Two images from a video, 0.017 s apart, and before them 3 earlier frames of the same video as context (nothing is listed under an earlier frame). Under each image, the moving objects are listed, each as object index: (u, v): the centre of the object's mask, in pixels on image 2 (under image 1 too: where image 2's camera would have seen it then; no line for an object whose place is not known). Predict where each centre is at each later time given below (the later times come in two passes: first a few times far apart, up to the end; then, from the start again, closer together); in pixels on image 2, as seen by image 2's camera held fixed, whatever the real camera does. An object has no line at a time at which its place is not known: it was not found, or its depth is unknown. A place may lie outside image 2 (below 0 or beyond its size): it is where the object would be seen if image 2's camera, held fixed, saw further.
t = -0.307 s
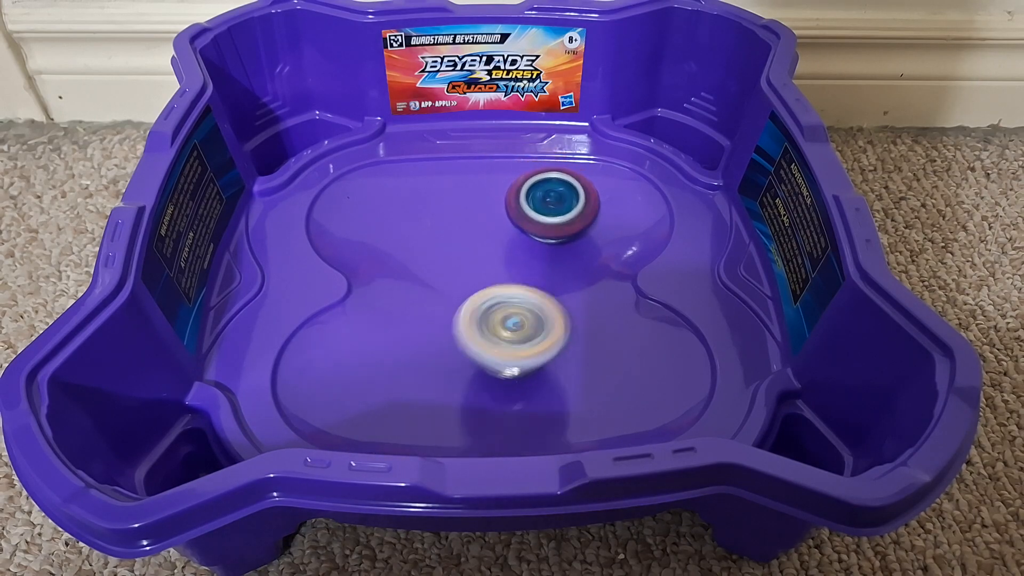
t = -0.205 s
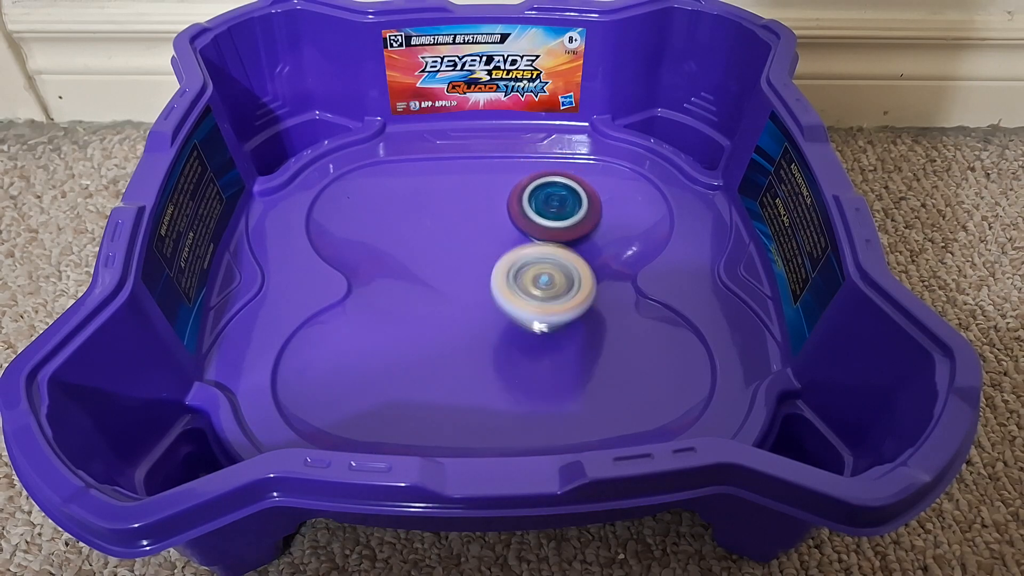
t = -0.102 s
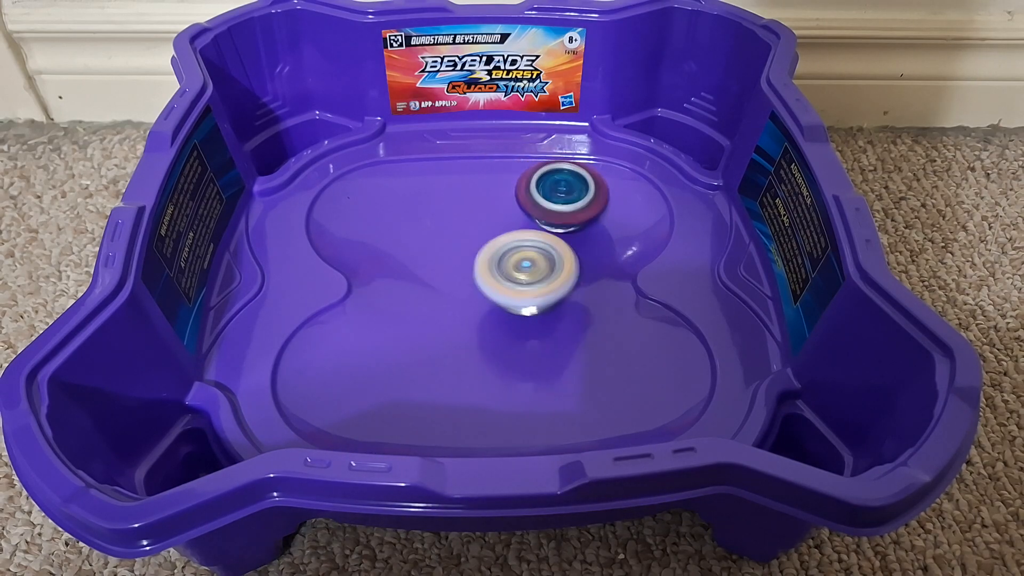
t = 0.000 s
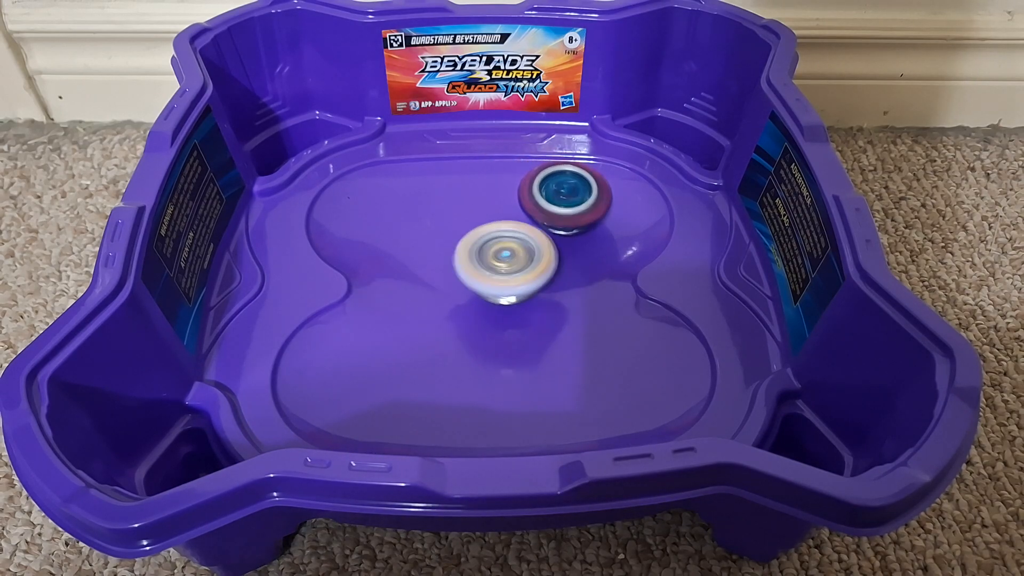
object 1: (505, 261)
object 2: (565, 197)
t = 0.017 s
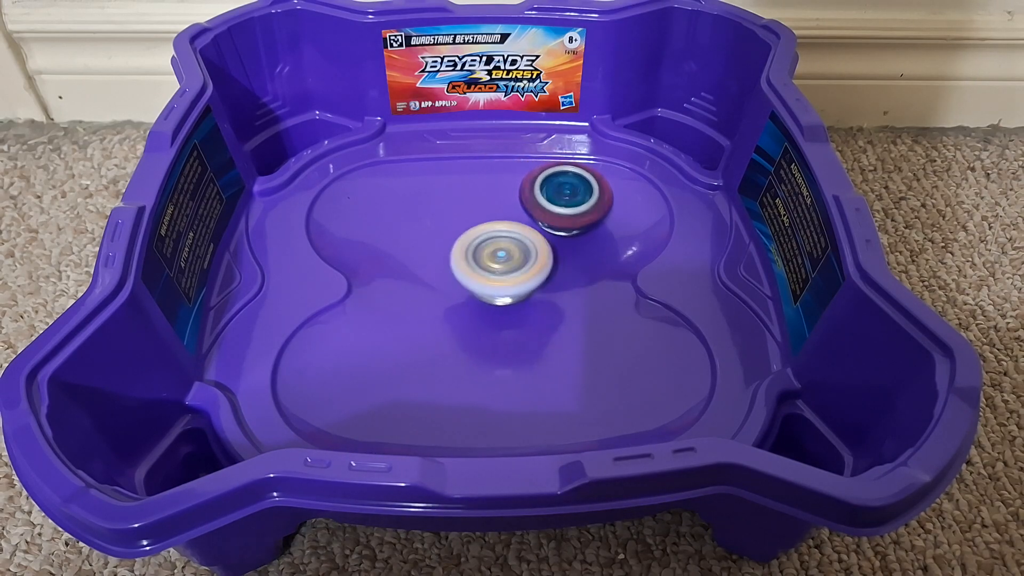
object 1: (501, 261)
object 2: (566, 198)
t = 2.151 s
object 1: (516, 305)
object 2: (545, 235)
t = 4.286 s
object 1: (459, 315)
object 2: (528, 249)
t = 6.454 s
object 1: (454, 278)
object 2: (544, 235)
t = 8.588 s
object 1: (439, 239)
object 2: (544, 266)
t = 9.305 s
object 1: (428, 215)
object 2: (530, 276)
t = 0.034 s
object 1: (497, 262)
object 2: (566, 198)
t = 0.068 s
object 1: (489, 266)
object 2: (567, 200)
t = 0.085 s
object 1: (484, 267)
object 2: (567, 200)
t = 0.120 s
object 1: (477, 272)
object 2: (568, 202)
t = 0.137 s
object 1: (473, 274)
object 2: (569, 204)
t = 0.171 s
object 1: (467, 281)
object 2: (570, 206)
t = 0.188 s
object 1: (463, 285)
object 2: (570, 207)
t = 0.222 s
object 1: (457, 294)
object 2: (571, 209)
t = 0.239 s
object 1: (454, 299)
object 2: (571, 210)
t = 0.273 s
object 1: (451, 308)
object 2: (572, 212)
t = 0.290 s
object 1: (450, 313)
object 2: (572, 213)
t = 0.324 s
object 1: (452, 322)
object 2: (573, 215)
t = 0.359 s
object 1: (457, 327)
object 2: (572, 217)
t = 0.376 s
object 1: (461, 329)
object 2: (572, 218)
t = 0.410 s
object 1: (472, 331)
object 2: (573, 220)
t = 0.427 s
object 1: (479, 331)
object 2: (572, 220)
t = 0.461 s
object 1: (492, 330)
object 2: (572, 222)
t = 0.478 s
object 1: (498, 329)
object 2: (573, 223)
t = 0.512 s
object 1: (509, 327)
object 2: (572, 225)
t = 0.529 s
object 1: (515, 325)
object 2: (572, 225)
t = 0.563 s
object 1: (524, 321)
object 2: (571, 227)
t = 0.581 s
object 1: (529, 319)
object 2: (571, 228)
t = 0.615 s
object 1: (536, 313)
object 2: (571, 229)
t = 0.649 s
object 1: (538, 306)
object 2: (570, 231)
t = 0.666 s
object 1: (539, 302)
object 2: (570, 231)
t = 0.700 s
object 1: (531, 299)
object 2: (571, 227)
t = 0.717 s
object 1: (526, 301)
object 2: (573, 223)
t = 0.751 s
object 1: (516, 305)
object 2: (572, 216)
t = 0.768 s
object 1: (513, 307)
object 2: (571, 213)
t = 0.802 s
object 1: (506, 314)
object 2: (569, 210)
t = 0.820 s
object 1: (503, 317)
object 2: (569, 210)
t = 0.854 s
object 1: (500, 323)
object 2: (568, 210)
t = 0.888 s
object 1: (498, 329)
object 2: (568, 212)
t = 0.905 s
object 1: (499, 331)
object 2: (568, 212)
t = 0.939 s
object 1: (500, 335)
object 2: (568, 213)
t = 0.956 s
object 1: (502, 337)
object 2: (567, 214)
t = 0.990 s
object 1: (505, 339)
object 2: (567, 215)
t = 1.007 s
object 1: (508, 340)
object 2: (568, 215)
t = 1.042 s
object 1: (515, 339)
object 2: (566, 217)
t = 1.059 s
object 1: (517, 339)
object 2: (566, 217)
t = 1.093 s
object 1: (521, 336)
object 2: (565, 218)
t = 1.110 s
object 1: (524, 335)
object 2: (564, 219)
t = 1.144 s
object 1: (527, 331)
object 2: (564, 220)
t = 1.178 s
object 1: (529, 326)
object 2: (563, 221)
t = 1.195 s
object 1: (530, 323)
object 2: (563, 222)
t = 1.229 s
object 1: (529, 317)
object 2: (562, 223)
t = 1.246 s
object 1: (529, 315)
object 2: (561, 223)
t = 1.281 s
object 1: (525, 308)
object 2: (561, 224)
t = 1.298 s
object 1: (523, 305)
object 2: (560, 225)
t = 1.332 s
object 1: (515, 299)
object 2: (559, 225)
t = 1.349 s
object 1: (511, 296)
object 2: (559, 226)
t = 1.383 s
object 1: (501, 290)
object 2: (558, 227)
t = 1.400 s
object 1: (496, 288)
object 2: (557, 227)
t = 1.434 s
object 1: (484, 283)
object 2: (556, 229)
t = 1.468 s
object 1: (473, 279)
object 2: (555, 230)
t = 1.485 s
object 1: (467, 277)
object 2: (555, 231)
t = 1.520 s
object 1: (457, 275)
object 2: (553, 233)
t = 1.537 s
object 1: (452, 275)
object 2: (552, 233)
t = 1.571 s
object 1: (445, 278)
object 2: (551, 235)
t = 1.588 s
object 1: (442, 280)
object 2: (551, 236)
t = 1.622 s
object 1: (437, 288)
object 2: (549, 237)
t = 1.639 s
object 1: (434, 292)
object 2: (548, 237)
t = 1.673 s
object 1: (428, 303)
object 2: (547, 239)
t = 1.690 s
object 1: (426, 309)
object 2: (547, 240)
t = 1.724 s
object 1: (422, 321)
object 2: (546, 241)
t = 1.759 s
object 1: (424, 330)
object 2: (545, 243)
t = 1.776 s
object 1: (427, 334)
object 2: (544, 243)
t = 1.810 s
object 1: (434, 338)
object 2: (543, 244)
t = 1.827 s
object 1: (439, 338)
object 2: (543, 246)
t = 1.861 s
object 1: (452, 336)
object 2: (542, 247)
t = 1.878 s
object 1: (459, 334)
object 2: (541, 247)
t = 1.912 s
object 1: (475, 329)
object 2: (540, 249)
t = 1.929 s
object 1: (483, 325)
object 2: (540, 250)
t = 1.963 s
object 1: (497, 317)
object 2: (540, 250)
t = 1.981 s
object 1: (501, 316)
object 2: (541, 248)
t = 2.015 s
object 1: (506, 314)
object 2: (544, 243)
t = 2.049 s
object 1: (510, 311)
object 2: (545, 239)
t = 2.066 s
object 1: (512, 310)
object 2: (545, 238)
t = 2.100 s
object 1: (515, 307)
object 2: (544, 237)
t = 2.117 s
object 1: (517, 305)
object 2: (545, 237)
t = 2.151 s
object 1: (516, 305)
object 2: (545, 235)
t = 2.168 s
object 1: (514, 305)
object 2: (544, 234)
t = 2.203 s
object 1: (513, 304)
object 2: (543, 234)
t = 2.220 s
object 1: (513, 304)
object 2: (543, 234)
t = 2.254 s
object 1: (511, 304)
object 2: (542, 234)
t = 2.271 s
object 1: (511, 304)
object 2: (542, 234)
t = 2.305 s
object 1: (510, 304)
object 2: (542, 234)
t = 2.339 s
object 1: (509, 303)
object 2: (542, 235)
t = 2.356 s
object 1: (508, 303)
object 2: (542, 234)
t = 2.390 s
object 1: (506, 306)
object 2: (542, 234)
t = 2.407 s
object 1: (505, 307)
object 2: (542, 234)
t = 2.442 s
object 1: (504, 310)
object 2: (541, 234)
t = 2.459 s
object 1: (504, 311)
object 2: (541, 234)
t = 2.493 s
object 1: (503, 312)
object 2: (540, 234)
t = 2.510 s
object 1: (504, 312)
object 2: (539, 234)
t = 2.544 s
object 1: (504, 312)
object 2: (539, 234)
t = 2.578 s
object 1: (504, 312)
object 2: (539, 234)
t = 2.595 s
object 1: (504, 312)
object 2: (539, 234)
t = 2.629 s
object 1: (505, 311)
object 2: (538, 235)
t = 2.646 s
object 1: (505, 311)
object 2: (538, 234)
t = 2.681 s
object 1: (505, 310)
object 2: (538, 234)
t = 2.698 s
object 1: (506, 309)
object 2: (538, 234)
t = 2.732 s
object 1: (506, 307)
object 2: (537, 234)
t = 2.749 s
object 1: (506, 306)
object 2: (538, 234)
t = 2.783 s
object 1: (505, 304)
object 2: (538, 234)
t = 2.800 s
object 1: (505, 303)
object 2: (537, 234)
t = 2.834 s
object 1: (502, 304)
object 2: (538, 233)
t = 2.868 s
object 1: (498, 307)
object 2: (538, 233)
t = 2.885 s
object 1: (497, 308)
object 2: (538, 233)
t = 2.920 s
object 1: (494, 311)
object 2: (538, 234)
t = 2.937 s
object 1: (493, 311)
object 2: (537, 234)
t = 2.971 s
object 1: (491, 313)
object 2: (537, 236)
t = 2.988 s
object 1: (489, 314)
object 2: (537, 236)
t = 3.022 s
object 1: (488, 315)
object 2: (537, 237)
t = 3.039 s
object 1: (487, 315)
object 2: (537, 238)
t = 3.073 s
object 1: (486, 315)
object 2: (537, 239)
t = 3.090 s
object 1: (484, 315)
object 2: (537, 240)
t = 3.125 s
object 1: (482, 314)
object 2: (536, 241)
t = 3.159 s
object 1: (481, 313)
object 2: (536, 242)
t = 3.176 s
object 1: (480, 312)
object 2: (536, 243)
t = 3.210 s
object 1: (478, 310)
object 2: (536, 245)
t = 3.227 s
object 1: (476, 309)
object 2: (536, 245)
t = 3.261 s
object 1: (474, 307)
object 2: (536, 246)
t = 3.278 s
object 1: (472, 305)
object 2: (535, 247)
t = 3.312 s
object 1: (468, 302)
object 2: (535, 248)
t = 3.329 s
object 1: (466, 302)
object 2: (536, 249)
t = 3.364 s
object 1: (459, 303)
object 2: (536, 250)
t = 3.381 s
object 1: (454, 303)
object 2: (536, 250)
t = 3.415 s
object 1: (448, 305)
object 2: (536, 251)
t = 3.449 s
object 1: (441, 309)
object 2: (536, 252)
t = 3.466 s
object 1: (439, 311)
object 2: (537, 253)
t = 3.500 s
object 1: (435, 316)
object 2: (537, 254)
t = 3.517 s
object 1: (433, 318)
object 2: (538, 254)
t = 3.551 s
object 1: (431, 322)
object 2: (538, 255)
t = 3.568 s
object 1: (431, 325)
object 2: (538, 256)
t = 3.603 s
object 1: (433, 328)
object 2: (539, 256)
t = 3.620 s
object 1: (436, 329)
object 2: (539, 257)
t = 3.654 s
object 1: (443, 328)
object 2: (539, 257)
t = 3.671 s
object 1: (445, 327)
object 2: (539, 258)
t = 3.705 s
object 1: (454, 323)
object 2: (539, 258)
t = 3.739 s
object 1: (462, 319)
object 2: (539, 259)
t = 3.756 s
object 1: (466, 316)
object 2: (538, 259)
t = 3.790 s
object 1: (469, 311)
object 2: (540, 258)
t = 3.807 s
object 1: (467, 310)
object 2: (542, 256)
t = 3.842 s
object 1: (463, 309)
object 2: (543, 252)
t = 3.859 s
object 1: (461, 309)
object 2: (543, 251)
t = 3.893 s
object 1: (454, 309)
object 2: (541, 250)
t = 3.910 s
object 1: (451, 310)
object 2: (540, 249)
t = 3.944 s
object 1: (446, 311)
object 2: (538, 249)
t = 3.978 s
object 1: (441, 313)
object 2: (537, 250)
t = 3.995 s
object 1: (439, 315)
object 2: (536, 250)
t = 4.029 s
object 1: (435, 319)
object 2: (535, 250)
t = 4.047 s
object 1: (434, 320)
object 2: (535, 250)
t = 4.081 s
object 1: (433, 323)
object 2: (534, 250)
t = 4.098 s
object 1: (433, 325)
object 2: (533, 250)
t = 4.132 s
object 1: (435, 326)
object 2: (532, 250)
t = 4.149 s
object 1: (436, 326)
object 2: (531, 250)
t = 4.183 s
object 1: (441, 326)
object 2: (530, 250)
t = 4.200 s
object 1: (444, 325)
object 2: (530, 250)
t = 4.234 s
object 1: (451, 321)
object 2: (529, 250)
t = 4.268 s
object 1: (457, 318)
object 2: (528, 250)
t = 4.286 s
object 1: (459, 315)
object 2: (528, 249)
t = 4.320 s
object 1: (463, 309)
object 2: (529, 248)
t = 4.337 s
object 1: (466, 306)
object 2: (528, 248)
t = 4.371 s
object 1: (467, 301)
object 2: (529, 247)
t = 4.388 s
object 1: (464, 301)
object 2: (530, 246)
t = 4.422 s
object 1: (456, 305)
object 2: (532, 242)
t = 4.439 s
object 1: (451, 308)
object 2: (533, 239)
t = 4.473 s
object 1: (443, 316)
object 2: (535, 235)
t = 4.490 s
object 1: (438, 320)
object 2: (536, 234)
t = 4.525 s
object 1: (433, 328)
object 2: (535, 234)
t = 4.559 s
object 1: (430, 336)
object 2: (534, 234)
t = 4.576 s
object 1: (432, 339)
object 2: (534, 235)
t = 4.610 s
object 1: (436, 343)
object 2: (534, 236)
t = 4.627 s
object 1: (442, 345)
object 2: (534, 237)
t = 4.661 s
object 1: (449, 346)
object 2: (534, 238)
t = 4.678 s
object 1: (453, 346)
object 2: (535, 239)
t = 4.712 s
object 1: (461, 344)
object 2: (534, 240)
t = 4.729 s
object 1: (463, 343)
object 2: (534, 240)
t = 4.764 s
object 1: (469, 339)
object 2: (534, 242)
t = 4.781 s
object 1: (473, 337)
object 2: (534, 242)
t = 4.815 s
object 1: (477, 330)
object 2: (534, 244)
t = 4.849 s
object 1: (480, 324)
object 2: (534, 245)
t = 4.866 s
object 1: (480, 320)
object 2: (534, 246)
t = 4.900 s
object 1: (480, 312)
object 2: (534, 248)
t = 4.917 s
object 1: (479, 308)
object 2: (535, 248)
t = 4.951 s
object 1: (471, 305)
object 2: (539, 246)
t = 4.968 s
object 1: (467, 305)
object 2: (540, 245)
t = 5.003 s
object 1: (457, 304)
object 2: (542, 242)
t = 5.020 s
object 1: (452, 304)
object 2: (542, 242)
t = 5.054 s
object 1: (441, 305)
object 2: (542, 241)
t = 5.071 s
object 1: (437, 307)
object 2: (542, 241)
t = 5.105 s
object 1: (427, 311)
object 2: (542, 242)
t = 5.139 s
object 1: (418, 318)
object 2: (541, 243)
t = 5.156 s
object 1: (415, 322)
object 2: (542, 243)
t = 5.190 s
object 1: (410, 331)
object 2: (541, 243)
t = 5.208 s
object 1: (408, 334)
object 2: (541, 243)
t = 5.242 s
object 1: (409, 341)
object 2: (541, 244)
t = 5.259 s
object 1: (413, 343)
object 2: (541, 244)
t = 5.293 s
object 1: (421, 344)
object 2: (541, 244)
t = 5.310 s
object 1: (426, 343)
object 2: (540, 244)
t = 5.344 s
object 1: (439, 339)
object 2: (540, 244)
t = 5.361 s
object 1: (445, 336)
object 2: (540, 244)
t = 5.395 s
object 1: (456, 329)
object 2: (539, 245)
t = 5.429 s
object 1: (465, 321)
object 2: (539, 245)
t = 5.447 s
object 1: (469, 316)
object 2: (539, 245)
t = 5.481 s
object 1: (474, 306)
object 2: (538, 245)
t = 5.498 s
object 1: (475, 301)
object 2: (540, 244)
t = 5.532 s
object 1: (471, 293)
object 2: (543, 242)
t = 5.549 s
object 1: (465, 292)
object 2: (544, 240)
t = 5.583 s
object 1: (455, 291)
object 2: (547, 238)
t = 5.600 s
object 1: (450, 292)
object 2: (547, 237)
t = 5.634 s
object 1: (440, 295)
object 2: (546, 237)
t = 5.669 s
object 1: (431, 300)
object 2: (545, 238)
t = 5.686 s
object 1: (427, 303)
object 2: (545, 238)
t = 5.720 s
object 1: (418, 309)
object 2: (545, 238)
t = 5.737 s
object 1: (412, 313)
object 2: (544, 238)
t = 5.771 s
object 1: (404, 322)
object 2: (544, 238)
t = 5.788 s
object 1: (400, 326)
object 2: (543, 239)
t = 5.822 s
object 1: (394, 335)
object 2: (543, 239)
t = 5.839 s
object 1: (394, 340)
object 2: (543, 239)
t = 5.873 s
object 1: (394, 349)
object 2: (542, 240)
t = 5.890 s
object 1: (396, 352)
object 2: (542, 240)
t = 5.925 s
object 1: (405, 355)
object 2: (542, 241)
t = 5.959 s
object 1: (418, 354)
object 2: (541, 241)
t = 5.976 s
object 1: (425, 354)
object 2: (541, 242)
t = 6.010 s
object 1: (440, 349)
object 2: (541, 243)
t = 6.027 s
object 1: (446, 346)
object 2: (541, 243)
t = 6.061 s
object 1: (459, 339)
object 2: (541, 244)
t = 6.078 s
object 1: (465, 335)
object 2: (541, 244)
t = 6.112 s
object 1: (473, 326)
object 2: (540, 245)
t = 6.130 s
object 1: (477, 321)
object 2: (540, 246)
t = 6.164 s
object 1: (482, 311)
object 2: (540, 246)
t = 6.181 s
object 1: (483, 306)
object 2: (540, 246)
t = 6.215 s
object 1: (480, 299)
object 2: (544, 242)
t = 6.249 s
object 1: (477, 292)
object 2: (545, 238)
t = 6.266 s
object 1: (473, 288)
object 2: (545, 236)
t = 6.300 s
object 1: (467, 282)
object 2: (545, 234)
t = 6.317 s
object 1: (464, 279)
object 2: (544, 234)
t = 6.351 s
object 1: (458, 276)
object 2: (543, 234)
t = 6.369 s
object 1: (457, 275)
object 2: (544, 234)
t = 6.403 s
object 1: (455, 275)
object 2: (544, 234)
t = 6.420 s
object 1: (453, 276)
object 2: (544, 235)
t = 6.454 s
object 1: (454, 278)
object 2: (544, 235)
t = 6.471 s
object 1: (453, 278)
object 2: (544, 235)
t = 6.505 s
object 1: (454, 280)
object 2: (544, 235)
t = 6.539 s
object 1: (456, 282)
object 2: (544, 235)
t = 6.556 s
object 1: (456, 283)
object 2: (544, 235)
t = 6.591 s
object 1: (457, 285)
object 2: (544, 236)
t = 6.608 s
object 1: (459, 286)
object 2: (544, 236)
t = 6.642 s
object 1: (462, 287)
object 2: (544, 236)
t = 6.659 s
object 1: (465, 287)
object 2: (544, 236)
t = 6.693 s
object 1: (472, 285)
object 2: (545, 236)
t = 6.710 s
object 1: (474, 284)
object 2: (546, 235)
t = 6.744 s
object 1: (470, 288)
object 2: (553, 230)
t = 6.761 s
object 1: (467, 292)
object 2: (558, 226)
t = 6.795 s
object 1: (459, 299)
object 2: (565, 220)
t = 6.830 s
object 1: (453, 307)
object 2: (567, 216)
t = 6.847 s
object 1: (449, 311)
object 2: (568, 215)
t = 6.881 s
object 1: (443, 320)
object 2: (566, 216)
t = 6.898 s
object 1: (441, 324)
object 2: (567, 216)
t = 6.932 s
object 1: (438, 332)
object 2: (567, 217)
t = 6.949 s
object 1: (438, 335)
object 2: (567, 217)
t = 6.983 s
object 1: (438, 342)
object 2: (567, 217)
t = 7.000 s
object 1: (440, 346)
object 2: (568, 218)
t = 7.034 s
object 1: (444, 351)
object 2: (568, 218)
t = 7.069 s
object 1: (451, 355)
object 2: (568, 219)
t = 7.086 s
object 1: (456, 357)
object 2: (568, 219)
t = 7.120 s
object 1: (464, 358)
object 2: (568, 220)
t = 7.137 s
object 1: (469, 358)
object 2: (569, 220)
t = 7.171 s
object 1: (478, 356)
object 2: (568, 221)
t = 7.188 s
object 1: (479, 354)
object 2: (569, 222)
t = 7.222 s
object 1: (487, 349)
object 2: (569, 223)
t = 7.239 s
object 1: (489, 346)
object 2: (569, 223)
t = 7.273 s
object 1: (494, 339)
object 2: (568, 224)
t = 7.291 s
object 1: (495, 335)
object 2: (569, 225)
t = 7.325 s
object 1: (496, 327)
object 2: (568, 226)
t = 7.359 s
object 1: (496, 317)
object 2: (568, 227)
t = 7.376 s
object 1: (494, 312)
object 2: (568, 228)
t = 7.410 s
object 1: (490, 304)
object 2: (567, 230)
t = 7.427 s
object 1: (488, 300)
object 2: (567, 231)
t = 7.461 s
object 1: (482, 292)
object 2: (566, 233)
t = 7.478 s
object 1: (479, 288)
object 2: (567, 235)
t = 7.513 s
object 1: (473, 280)
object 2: (565, 237)
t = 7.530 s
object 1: (470, 277)
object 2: (566, 239)
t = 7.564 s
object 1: (463, 271)
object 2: (564, 242)
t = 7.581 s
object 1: (461, 269)
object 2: (564, 244)
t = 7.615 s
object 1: (459, 264)
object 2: (562, 247)
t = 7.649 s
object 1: (457, 259)
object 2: (561, 249)
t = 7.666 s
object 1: (455, 256)
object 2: (559, 250)
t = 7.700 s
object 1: (451, 250)
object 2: (557, 253)
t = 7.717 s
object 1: (449, 248)
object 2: (555, 254)
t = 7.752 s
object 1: (444, 242)
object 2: (553, 255)
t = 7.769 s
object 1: (441, 240)
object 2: (551, 255)
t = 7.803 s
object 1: (437, 235)
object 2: (548, 256)
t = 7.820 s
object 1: (434, 233)
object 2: (546, 256)
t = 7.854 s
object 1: (431, 230)
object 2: (544, 257)
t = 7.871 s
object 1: (429, 228)
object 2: (542, 257)
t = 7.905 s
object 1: (426, 227)
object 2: (540, 257)
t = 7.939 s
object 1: (425, 226)
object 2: (538, 258)
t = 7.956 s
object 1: (424, 225)
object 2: (538, 258)
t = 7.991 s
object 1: (424, 225)
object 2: (537, 258)
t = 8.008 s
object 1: (424, 225)
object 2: (536, 259)
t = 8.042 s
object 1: (424, 226)
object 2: (536, 259)
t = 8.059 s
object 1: (425, 226)
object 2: (535, 259)
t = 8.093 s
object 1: (429, 227)
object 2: (535, 260)
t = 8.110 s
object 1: (429, 227)
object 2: (534, 260)
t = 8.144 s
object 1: (432, 228)
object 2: (534, 260)
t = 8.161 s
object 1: (435, 228)
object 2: (534, 260)
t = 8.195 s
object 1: (439, 229)
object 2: (534, 260)
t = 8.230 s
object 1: (439, 227)
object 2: (538, 262)
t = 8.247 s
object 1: (438, 226)
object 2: (540, 262)
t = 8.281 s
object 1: (435, 225)
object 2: (540, 262)
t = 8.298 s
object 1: (434, 226)
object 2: (539, 262)
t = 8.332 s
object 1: (432, 226)
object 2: (538, 262)
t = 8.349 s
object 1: (432, 227)
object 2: (538, 263)
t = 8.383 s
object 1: (433, 228)
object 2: (537, 263)
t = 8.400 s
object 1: (432, 229)
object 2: (537, 263)
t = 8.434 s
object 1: (435, 231)
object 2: (537, 264)
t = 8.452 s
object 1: (436, 233)
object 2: (537, 264)
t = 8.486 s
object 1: (440, 235)
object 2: (537, 264)
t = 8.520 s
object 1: (441, 237)
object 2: (540, 265)
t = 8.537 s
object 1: (440, 237)
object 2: (542, 266)
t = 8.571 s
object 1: (439, 238)
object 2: (544, 266)
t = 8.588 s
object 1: (439, 239)
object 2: (544, 266)
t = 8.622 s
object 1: (441, 240)
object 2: (541, 266)
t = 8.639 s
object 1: (440, 241)
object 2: (539, 266)
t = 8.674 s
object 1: (439, 242)
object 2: (540, 266)
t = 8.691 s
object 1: (439, 243)
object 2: (540, 266)
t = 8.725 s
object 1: (438, 243)
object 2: (538, 265)
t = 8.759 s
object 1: (436, 244)
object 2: (537, 266)
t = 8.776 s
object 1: (435, 245)
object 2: (536, 266)
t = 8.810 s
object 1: (434, 246)
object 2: (535, 266)
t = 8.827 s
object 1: (435, 247)
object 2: (535, 267)
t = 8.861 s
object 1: (432, 247)
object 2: (537, 268)
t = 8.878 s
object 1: (430, 247)
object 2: (537, 268)
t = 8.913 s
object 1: (431, 249)
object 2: (536, 269)
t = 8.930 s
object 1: (434, 250)
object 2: (536, 269)
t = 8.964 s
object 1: (437, 251)
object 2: (535, 270)
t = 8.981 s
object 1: (435, 251)
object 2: (538, 270)
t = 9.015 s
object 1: (431, 249)
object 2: (539, 271)
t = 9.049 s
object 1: (431, 248)
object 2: (539, 271)
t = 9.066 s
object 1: (432, 248)
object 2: (539, 272)
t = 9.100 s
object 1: (432, 246)
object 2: (537, 272)
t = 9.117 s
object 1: (432, 244)
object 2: (537, 273)
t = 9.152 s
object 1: (432, 239)
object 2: (536, 273)
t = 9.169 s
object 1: (431, 237)
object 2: (535, 274)
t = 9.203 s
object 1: (431, 231)
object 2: (534, 274)
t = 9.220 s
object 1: (431, 228)
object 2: (533, 275)
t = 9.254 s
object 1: (431, 223)
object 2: (532, 275)
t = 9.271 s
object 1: (430, 220)
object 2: (531, 276)
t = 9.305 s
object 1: (428, 215)
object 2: (530, 276)
